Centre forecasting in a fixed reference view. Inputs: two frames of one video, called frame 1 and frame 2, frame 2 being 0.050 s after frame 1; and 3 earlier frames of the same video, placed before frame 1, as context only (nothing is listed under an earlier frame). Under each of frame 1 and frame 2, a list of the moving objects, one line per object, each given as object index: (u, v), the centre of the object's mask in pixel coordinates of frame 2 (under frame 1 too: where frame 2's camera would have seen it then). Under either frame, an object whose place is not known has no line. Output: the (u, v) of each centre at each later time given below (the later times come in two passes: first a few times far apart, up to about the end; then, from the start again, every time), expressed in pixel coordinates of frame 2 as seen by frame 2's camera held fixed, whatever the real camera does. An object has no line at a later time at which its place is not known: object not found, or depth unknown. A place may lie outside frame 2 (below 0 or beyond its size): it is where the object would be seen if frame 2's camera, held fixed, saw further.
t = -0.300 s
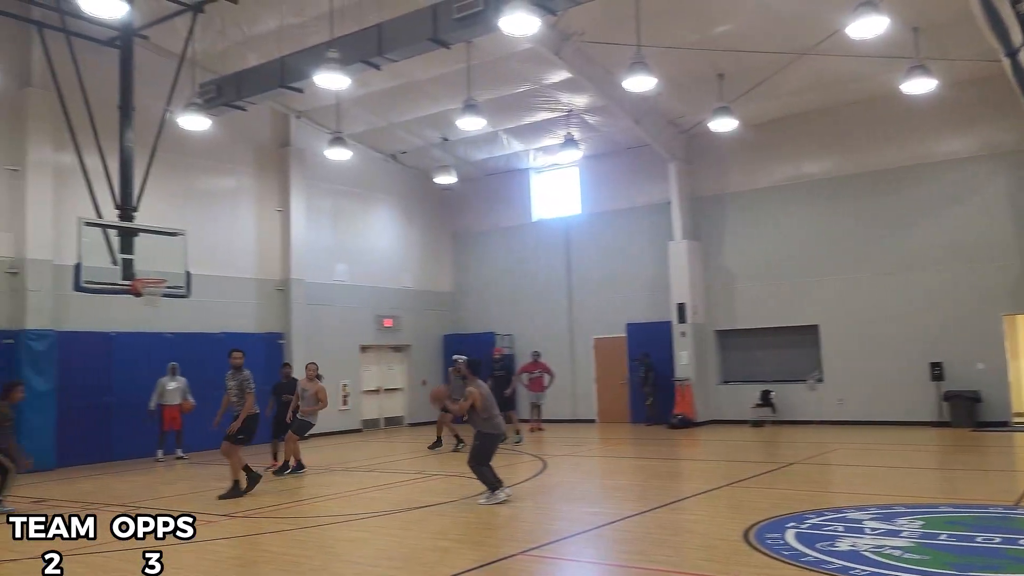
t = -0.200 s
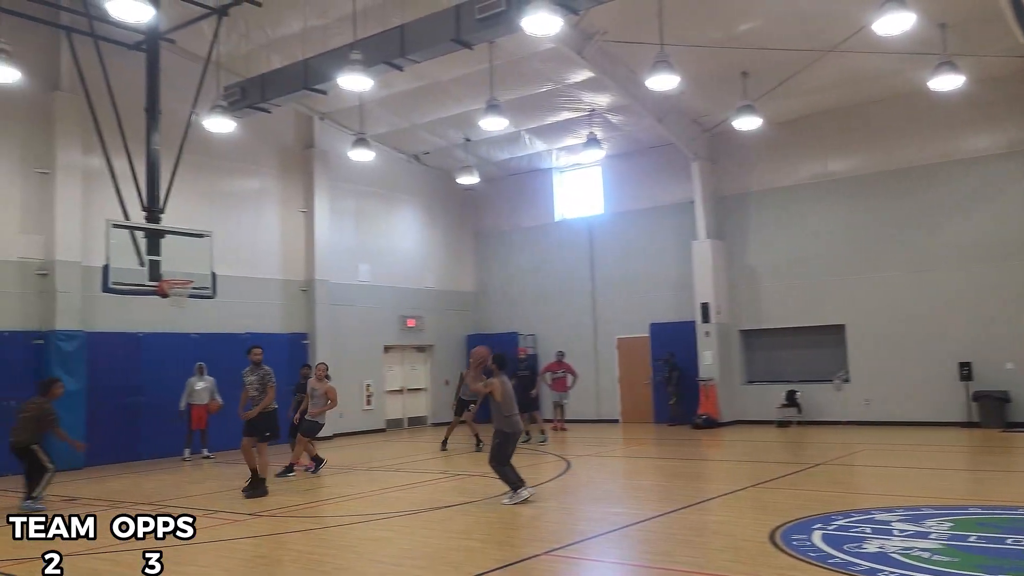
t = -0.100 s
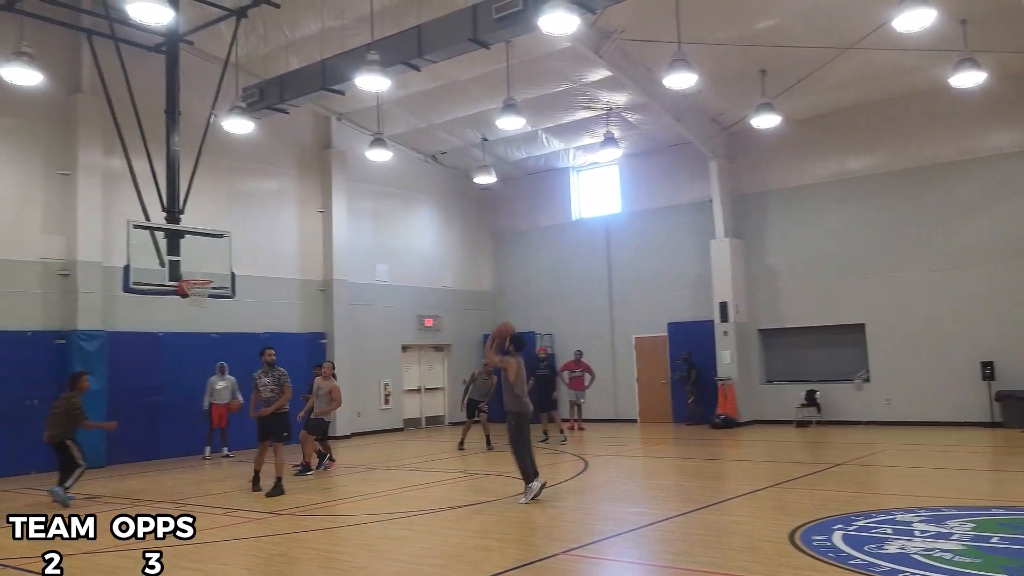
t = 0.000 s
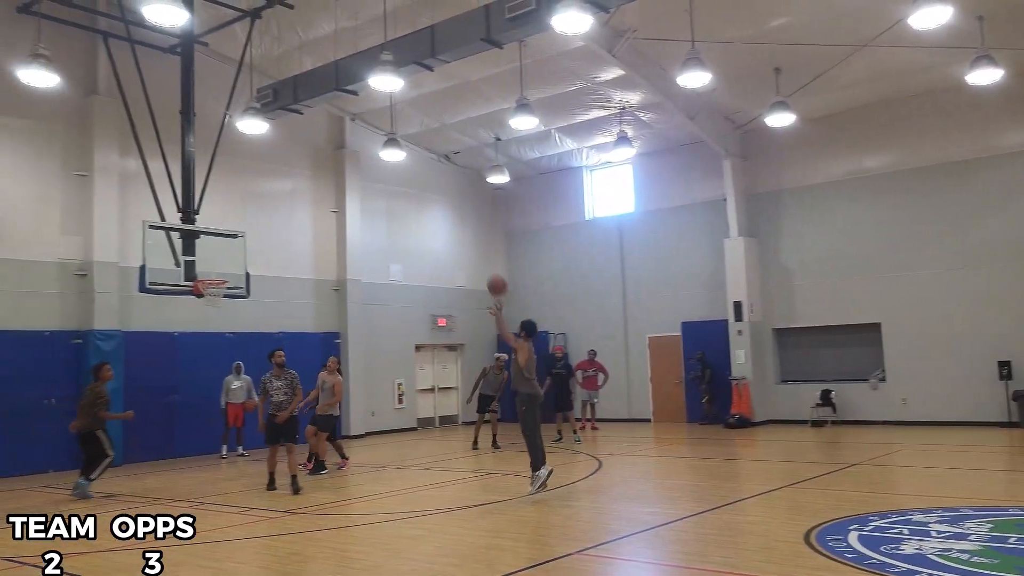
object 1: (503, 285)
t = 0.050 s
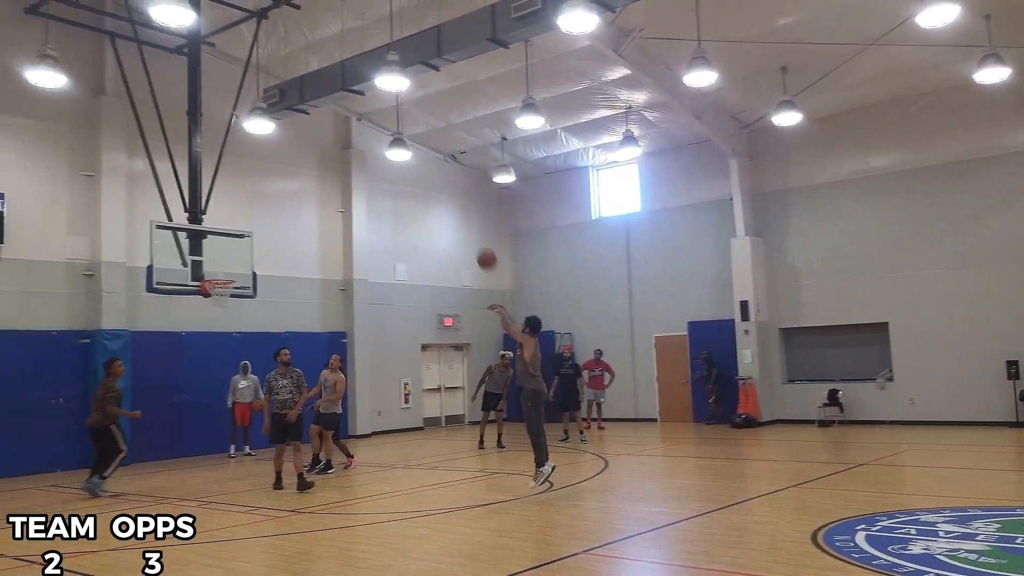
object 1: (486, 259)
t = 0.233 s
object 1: (430, 188)
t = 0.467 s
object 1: (369, 144)
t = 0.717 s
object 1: (313, 143)
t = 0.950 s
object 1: (267, 176)
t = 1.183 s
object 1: (226, 239)
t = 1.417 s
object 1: (232, 255)
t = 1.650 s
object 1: (274, 240)
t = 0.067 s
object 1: (481, 251)
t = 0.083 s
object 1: (476, 243)
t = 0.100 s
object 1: (470, 236)
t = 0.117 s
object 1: (465, 229)
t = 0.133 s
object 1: (460, 222)
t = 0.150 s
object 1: (455, 215)
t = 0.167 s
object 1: (449, 209)
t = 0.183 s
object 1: (445, 204)
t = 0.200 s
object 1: (440, 198)
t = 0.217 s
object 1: (435, 193)
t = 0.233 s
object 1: (430, 188)
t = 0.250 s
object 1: (426, 184)
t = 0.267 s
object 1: (421, 179)
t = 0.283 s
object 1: (416, 175)
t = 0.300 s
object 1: (412, 171)
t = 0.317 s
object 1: (408, 168)
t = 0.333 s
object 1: (403, 165)
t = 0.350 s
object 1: (398, 162)
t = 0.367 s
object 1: (394, 159)
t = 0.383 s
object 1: (389, 155)
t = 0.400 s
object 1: (384, 153)
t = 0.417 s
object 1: (380, 150)
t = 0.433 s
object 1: (377, 148)
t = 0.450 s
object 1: (373, 146)
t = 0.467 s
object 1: (369, 144)
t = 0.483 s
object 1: (365, 143)
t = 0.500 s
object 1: (361, 142)
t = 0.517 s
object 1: (357, 141)
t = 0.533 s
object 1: (353, 140)
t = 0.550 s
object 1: (350, 140)
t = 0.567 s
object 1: (346, 140)
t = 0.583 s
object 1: (342, 139)
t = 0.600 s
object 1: (338, 139)
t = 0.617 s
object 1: (334, 139)
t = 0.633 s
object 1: (331, 139)
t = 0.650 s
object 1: (327, 139)
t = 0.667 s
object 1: (323, 140)
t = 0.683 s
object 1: (320, 141)
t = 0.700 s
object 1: (316, 142)
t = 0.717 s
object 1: (313, 143)
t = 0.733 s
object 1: (310, 144)
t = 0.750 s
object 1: (306, 146)
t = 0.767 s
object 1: (303, 147)
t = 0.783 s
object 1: (299, 149)
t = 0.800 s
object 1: (296, 151)
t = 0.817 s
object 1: (293, 154)
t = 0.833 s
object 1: (289, 156)
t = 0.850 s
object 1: (286, 158)
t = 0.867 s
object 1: (283, 161)
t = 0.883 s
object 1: (280, 163)
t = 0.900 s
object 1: (277, 166)
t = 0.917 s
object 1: (274, 169)
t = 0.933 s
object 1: (271, 173)
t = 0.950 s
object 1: (267, 176)
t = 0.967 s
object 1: (264, 179)
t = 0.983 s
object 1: (261, 183)
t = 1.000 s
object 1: (258, 187)
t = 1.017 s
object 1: (255, 191)
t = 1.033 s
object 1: (252, 195)
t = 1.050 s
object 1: (249, 199)
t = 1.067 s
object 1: (247, 203)
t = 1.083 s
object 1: (244, 208)
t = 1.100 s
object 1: (241, 213)
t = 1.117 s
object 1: (238, 218)
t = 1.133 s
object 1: (235, 222)
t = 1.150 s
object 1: (232, 228)
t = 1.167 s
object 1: (229, 233)
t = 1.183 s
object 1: (226, 239)
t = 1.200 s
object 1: (223, 244)
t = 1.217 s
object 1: (220, 250)
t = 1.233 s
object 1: (218, 256)
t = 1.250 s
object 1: (215, 261)
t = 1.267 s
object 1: (212, 267)
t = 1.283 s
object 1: (210, 272)
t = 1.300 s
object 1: (211, 273)
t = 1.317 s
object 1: (214, 271)
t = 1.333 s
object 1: (217, 268)
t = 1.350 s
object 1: (220, 265)
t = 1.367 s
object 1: (223, 262)
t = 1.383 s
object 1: (226, 260)
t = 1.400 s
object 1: (229, 257)
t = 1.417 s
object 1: (232, 255)
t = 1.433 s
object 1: (235, 253)
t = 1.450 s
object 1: (238, 251)
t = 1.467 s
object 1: (241, 249)
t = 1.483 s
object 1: (244, 247)
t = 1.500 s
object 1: (247, 245)
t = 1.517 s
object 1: (250, 244)
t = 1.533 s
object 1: (253, 243)
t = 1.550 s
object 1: (256, 242)
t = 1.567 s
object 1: (258, 241)
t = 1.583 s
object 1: (262, 241)
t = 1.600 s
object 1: (265, 240)
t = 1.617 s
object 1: (268, 240)
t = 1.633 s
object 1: (270, 240)
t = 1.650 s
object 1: (274, 240)
